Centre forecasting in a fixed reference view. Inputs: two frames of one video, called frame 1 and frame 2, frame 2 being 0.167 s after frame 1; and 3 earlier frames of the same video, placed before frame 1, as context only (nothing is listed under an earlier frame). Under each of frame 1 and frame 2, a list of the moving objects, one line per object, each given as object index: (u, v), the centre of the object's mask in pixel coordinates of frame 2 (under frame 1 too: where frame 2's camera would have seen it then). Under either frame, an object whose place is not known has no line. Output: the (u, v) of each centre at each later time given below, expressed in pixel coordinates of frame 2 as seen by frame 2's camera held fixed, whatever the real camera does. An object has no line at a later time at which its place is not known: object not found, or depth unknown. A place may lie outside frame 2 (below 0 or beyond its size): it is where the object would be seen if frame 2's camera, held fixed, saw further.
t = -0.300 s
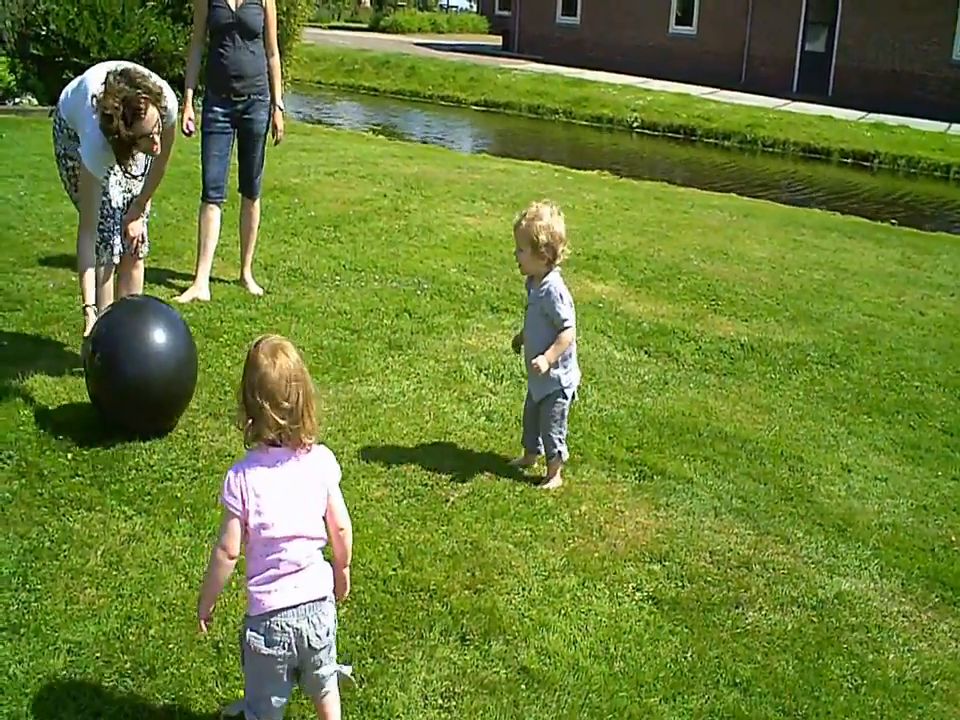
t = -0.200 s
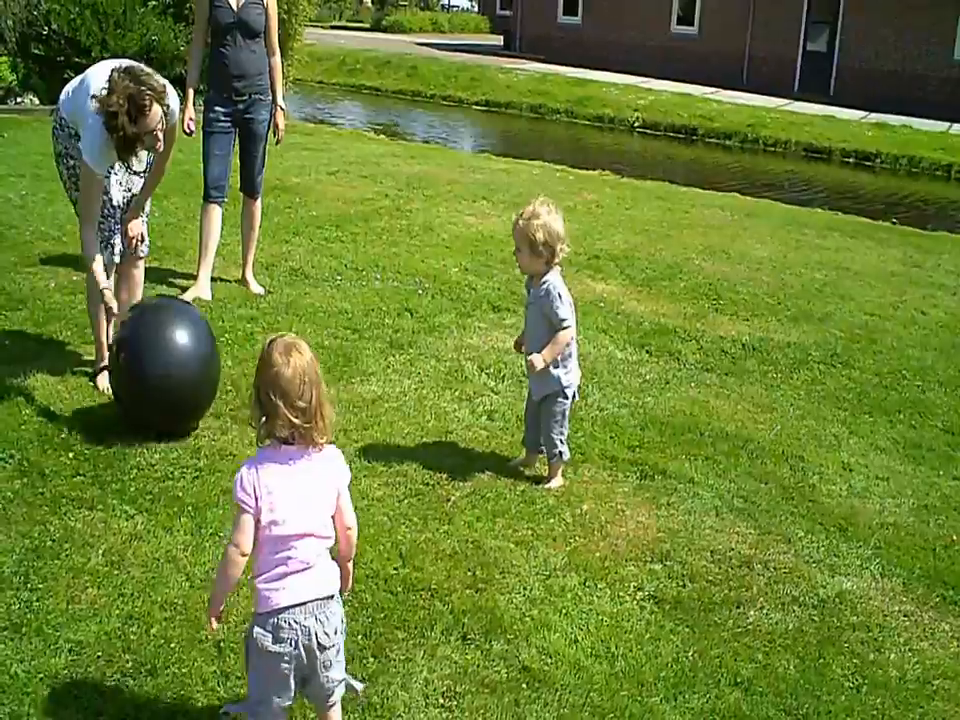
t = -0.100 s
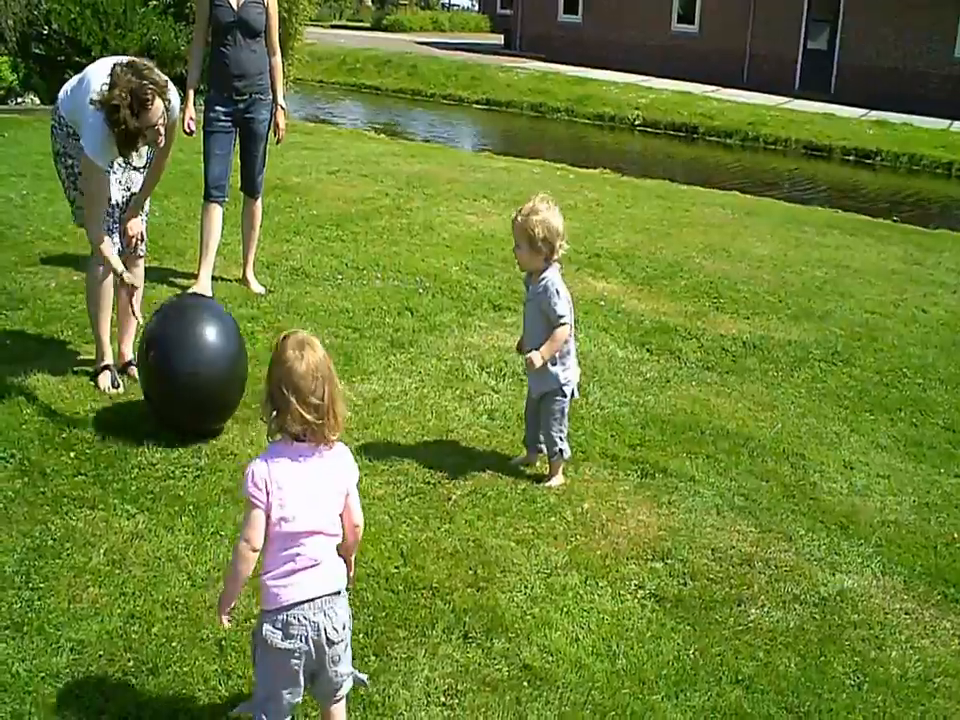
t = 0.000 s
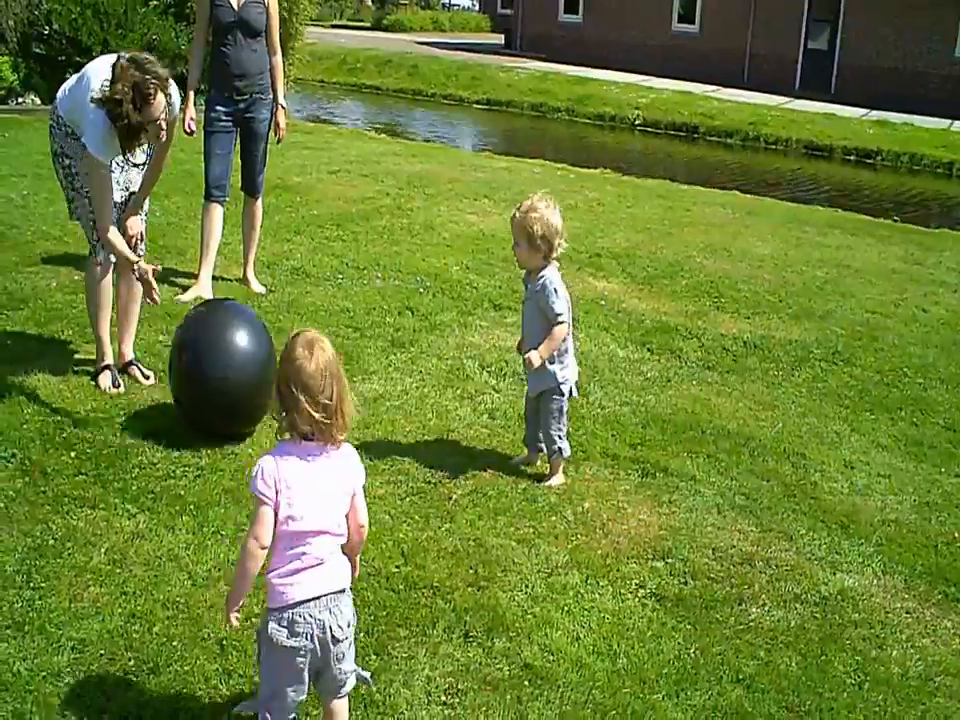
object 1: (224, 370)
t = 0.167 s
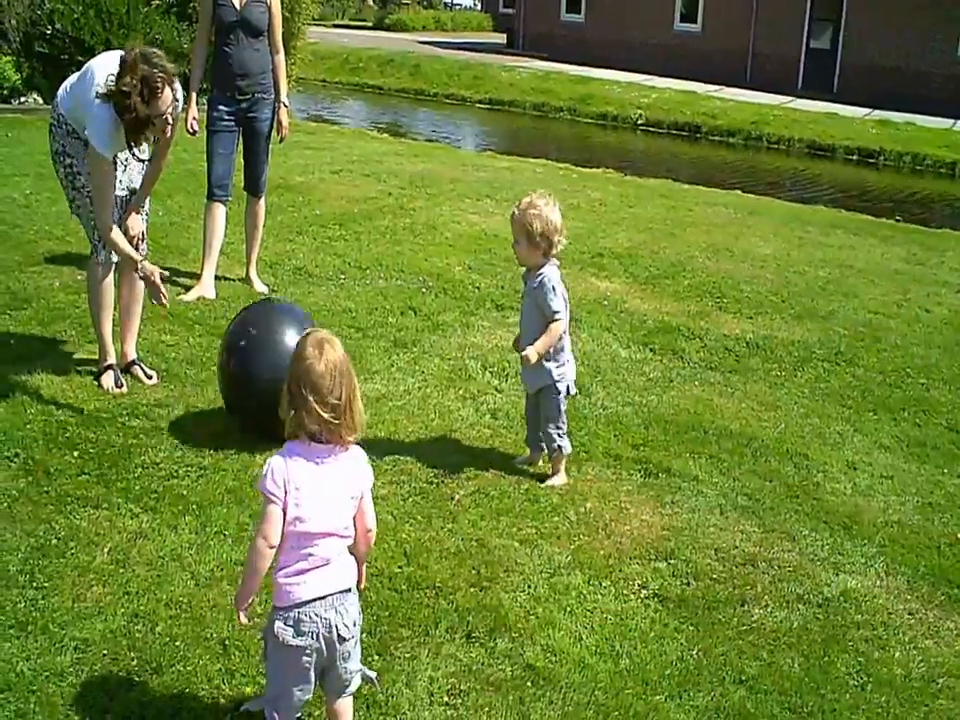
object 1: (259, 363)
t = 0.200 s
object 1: (265, 363)
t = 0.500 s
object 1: (374, 364)
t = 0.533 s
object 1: (379, 366)
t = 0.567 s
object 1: (383, 369)
